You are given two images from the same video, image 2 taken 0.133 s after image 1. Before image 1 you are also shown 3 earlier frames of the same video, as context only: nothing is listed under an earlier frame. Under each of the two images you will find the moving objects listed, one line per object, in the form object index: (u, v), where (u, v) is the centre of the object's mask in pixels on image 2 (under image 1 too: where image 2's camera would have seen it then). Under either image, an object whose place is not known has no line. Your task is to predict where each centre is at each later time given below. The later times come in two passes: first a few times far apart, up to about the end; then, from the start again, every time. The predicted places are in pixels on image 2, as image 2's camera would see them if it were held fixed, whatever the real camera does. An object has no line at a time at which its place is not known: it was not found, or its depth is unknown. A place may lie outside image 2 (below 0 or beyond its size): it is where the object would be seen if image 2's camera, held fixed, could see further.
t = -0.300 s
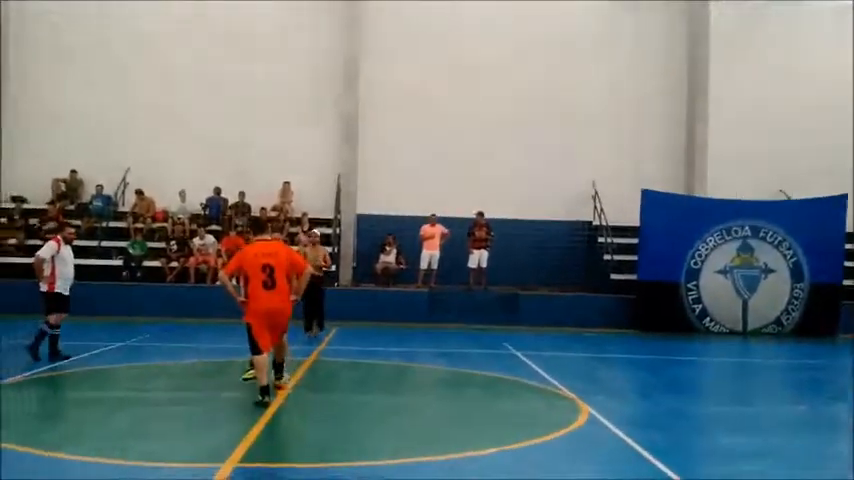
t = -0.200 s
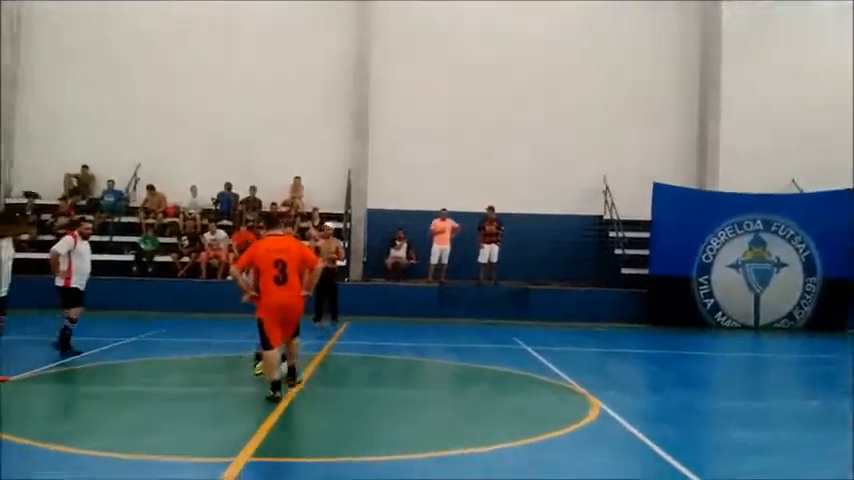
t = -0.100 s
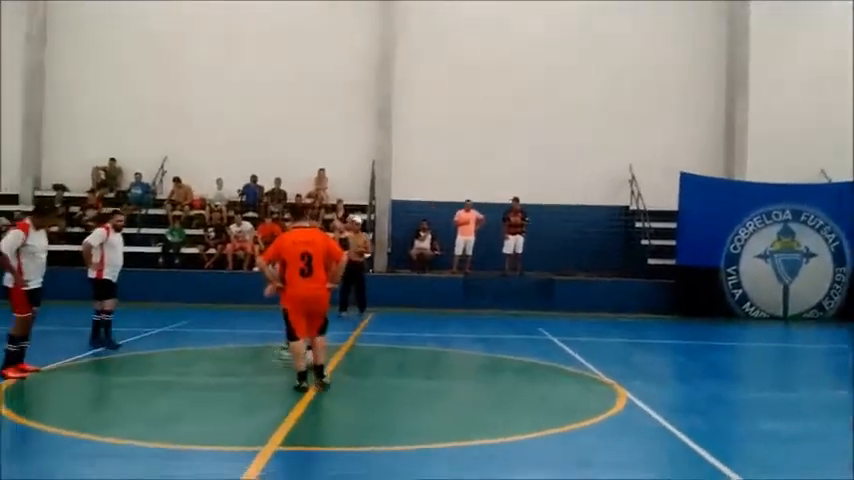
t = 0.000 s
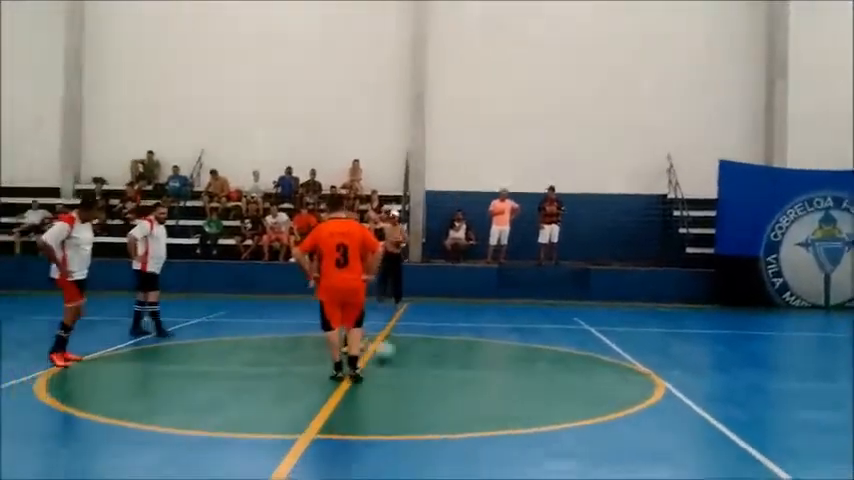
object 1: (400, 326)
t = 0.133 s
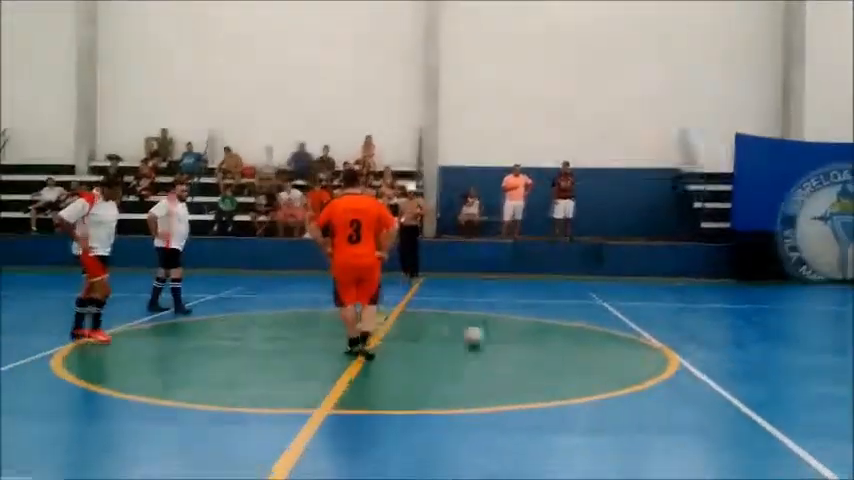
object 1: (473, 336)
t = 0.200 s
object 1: (516, 342)
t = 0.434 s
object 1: (668, 359)
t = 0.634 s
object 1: (796, 375)
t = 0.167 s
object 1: (495, 339)
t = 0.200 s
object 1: (516, 342)
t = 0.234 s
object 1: (536, 344)
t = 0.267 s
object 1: (555, 346)
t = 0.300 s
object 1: (579, 349)
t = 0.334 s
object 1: (601, 352)
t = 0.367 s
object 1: (621, 355)
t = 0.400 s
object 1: (644, 356)
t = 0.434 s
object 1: (668, 359)
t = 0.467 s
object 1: (687, 364)
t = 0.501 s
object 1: (708, 365)
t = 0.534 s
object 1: (730, 368)
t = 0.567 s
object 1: (753, 371)
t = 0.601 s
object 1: (775, 374)
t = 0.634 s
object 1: (796, 375)
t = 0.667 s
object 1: (820, 379)
